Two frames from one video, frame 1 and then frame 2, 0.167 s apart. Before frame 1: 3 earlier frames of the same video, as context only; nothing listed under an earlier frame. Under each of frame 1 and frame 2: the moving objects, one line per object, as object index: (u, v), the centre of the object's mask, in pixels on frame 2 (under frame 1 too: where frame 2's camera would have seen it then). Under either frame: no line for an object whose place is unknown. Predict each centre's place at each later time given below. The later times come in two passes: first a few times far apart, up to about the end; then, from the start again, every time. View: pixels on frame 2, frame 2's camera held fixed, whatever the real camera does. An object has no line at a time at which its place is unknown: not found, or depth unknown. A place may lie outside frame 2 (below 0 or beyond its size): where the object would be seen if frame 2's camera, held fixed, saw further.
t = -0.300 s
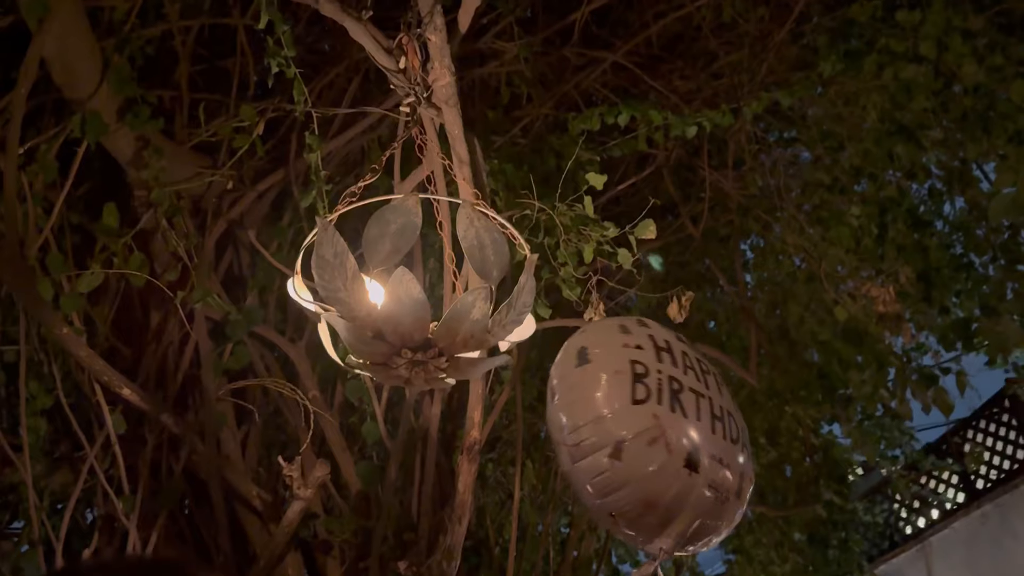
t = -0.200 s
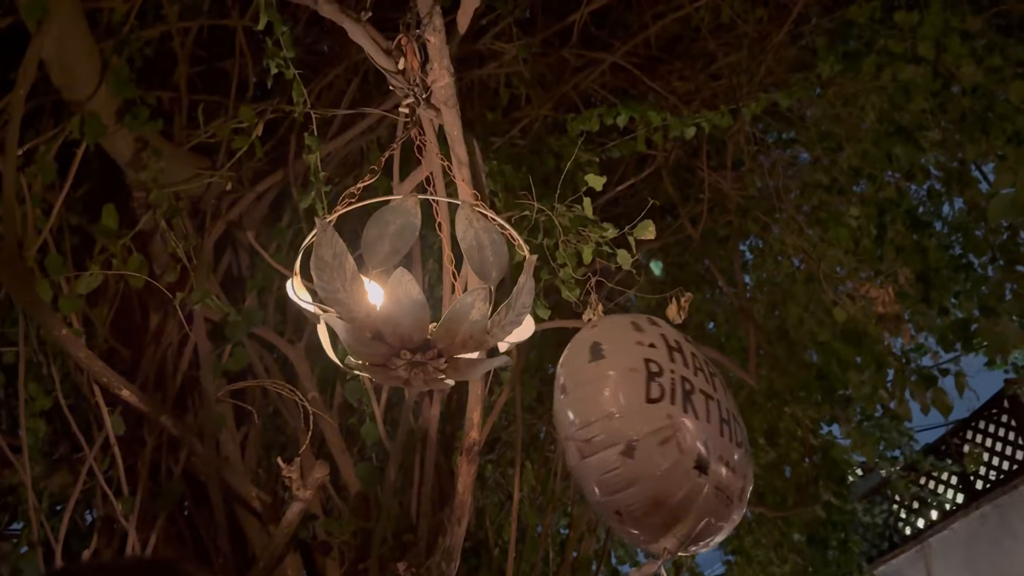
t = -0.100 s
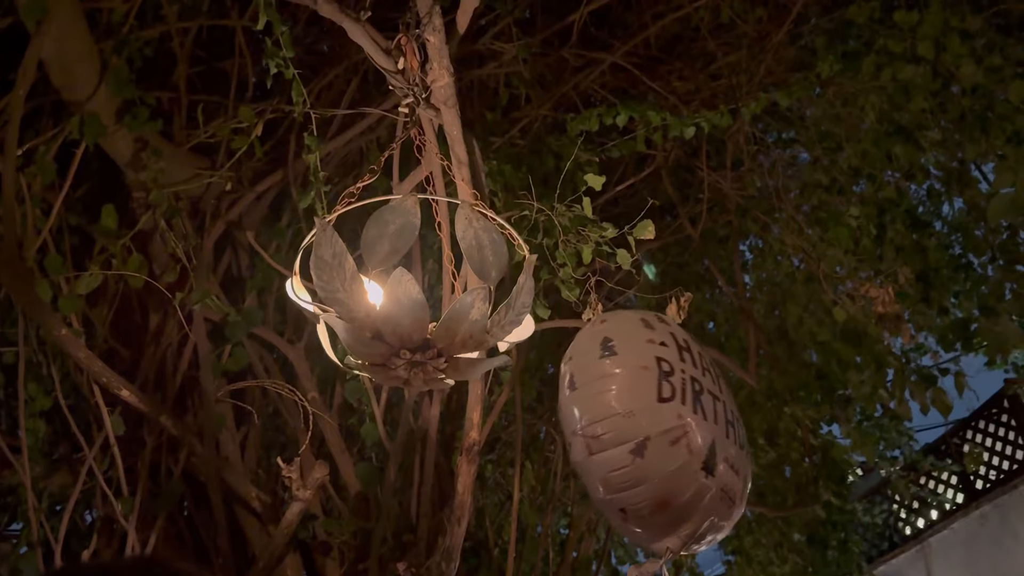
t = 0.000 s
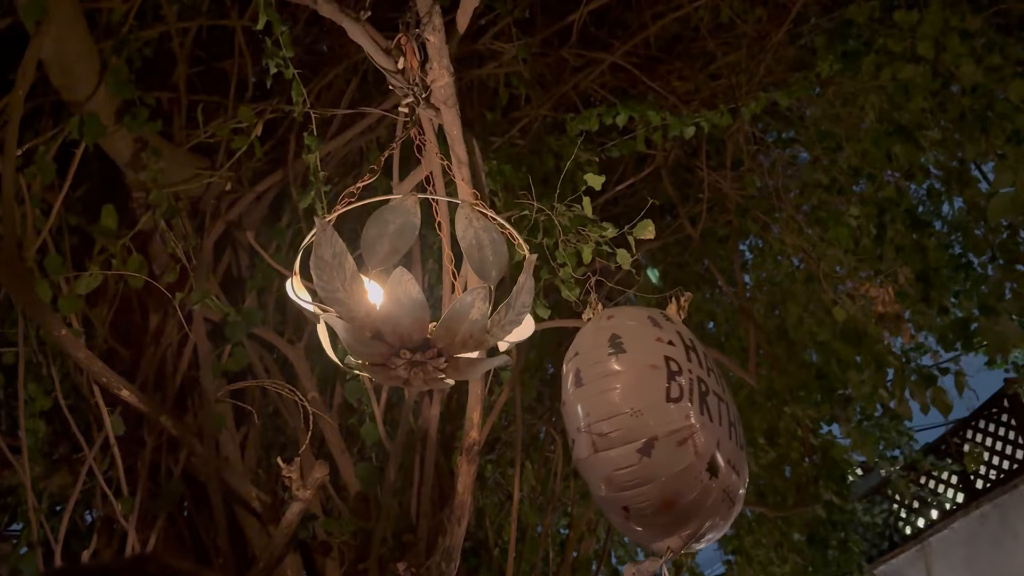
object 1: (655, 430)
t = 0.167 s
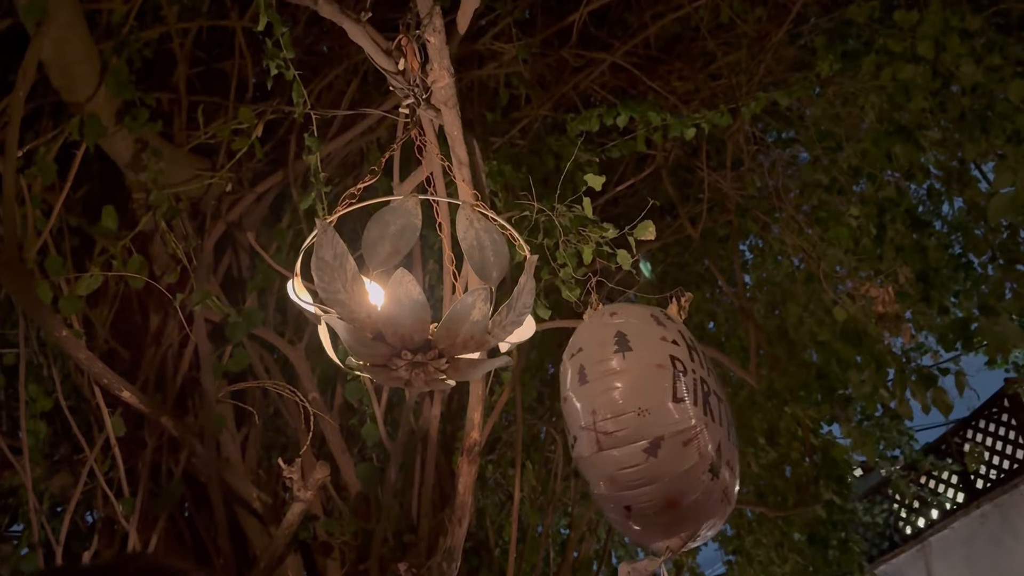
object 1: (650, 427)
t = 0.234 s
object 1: (646, 426)
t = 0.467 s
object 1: (623, 424)
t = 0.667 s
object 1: (598, 427)
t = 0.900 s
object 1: (569, 433)
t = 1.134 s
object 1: (546, 439)
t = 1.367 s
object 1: (537, 442)
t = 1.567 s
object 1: (541, 439)
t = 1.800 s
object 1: (559, 431)
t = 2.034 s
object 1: (588, 428)
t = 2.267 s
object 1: (618, 434)
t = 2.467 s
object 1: (639, 448)
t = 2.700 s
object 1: (652, 464)
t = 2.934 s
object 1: (654, 476)
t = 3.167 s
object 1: (648, 481)
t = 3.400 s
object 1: (638, 481)
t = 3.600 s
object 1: (630, 477)
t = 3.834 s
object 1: (619, 469)
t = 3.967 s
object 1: (611, 462)
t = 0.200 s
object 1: (648, 426)
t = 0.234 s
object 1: (646, 426)
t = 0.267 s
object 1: (643, 426)
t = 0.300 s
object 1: (641, 425)
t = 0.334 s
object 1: (638, 425)
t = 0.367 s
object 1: (634, 425)
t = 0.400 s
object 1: (631, 424)
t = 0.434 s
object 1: (627, 424)
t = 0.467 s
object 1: (623, 424)
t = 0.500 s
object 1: (619, 425)
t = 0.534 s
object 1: (615, 425)
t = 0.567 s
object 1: (611, 425)
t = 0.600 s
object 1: (607, 426)
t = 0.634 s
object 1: (602, 426)
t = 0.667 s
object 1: (598, 427)
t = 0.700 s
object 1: (594, 428)
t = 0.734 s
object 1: (589, 428)
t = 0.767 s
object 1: (585, 429)
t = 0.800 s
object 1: (581, 430)
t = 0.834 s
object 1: (577, 431)
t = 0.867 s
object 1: (573, 431)
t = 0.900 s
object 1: (569, 433)
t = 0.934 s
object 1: (565, 433)
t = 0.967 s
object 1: (562, 435)
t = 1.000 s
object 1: (558, 436)
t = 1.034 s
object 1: (555, 436)
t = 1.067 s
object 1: (552, 437)
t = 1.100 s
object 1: (549, 438)
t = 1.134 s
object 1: (546, 439)
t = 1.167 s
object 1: (544, 440)
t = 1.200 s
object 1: (542, 441)
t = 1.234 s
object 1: (540, 441)
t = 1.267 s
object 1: (539, 441)
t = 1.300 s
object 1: (538, 442)
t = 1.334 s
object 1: (537, 442)
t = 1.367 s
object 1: (537, 442)
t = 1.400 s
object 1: (536, 441)
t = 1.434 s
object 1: (537, 441)
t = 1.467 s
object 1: (537, 441)
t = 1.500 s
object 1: (538, 441)
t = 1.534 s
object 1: (539, 440)
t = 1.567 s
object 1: (541, 439)
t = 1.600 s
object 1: (542, 438)
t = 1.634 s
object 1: (545, 437)
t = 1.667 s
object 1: (547, 435)
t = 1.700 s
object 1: (550, 434)
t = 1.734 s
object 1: (553, 433)
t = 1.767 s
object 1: (556, 432)
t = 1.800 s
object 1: (559, 431)
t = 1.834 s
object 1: (563, 430)
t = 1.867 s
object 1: (567, 429)
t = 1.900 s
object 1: (570, 428)
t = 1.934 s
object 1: (575, 427)
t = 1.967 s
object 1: (579, 427)
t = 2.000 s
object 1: (583, 427)
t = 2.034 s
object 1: (588, 428)
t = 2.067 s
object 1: (592, 428)
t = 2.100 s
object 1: (596, 428)
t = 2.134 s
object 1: (600, 428)
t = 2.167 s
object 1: (605, 429)
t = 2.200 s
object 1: (609, 431)
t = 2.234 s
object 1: (613, 432)
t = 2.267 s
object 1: (618, 434)
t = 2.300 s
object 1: (622, 436)
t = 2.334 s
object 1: (626, 438)
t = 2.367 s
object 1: (629, 441)
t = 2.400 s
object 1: (633, 443)
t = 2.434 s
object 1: (636, 445)
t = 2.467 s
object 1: (639, 448)
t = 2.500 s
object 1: (642, 450)
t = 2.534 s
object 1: (645, 454)
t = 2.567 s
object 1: (647, 456)
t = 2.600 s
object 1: (649, 458)
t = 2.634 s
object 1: (650, 460)
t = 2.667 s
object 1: (652, 462)
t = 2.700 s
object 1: (652, 464)
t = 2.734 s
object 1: (653, 466)
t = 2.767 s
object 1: (654, 468)
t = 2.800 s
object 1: (654, 470)
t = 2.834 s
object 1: (654, 471)
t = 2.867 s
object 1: (654, 473)
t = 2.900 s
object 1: (654, 474)
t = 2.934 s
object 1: (654, 476)
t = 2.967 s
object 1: (653, 477)
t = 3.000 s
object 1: (653, 478)
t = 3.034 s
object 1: (652, 479)
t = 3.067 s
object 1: (651, 480)
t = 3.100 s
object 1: (650, 480)
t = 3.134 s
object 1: (649, 481)
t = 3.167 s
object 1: (648, 481)
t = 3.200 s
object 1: (647, 482)
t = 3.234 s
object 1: (645, 482)
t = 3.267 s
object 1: (644, 482)
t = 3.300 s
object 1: (643, 482)
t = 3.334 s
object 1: (641, 482)
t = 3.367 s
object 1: (640, 482)
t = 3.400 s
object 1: (638, 481)
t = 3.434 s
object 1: (637, 481)
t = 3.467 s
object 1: (636, 480)
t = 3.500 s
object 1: (634, 479)
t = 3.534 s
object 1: (633, 478)
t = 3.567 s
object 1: (632, 477)
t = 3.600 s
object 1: (630, 477)
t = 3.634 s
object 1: (629, 476)
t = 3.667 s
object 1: (627, 474)
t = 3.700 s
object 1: (626, 473)
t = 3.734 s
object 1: (624, 472)
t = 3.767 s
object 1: (622, 471)
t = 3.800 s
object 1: (620, 470)
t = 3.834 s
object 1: (619, 469)
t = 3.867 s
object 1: (617, 467)
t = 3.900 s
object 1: (615, 466)
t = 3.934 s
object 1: (613, 464)
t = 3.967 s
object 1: (611, 462)
